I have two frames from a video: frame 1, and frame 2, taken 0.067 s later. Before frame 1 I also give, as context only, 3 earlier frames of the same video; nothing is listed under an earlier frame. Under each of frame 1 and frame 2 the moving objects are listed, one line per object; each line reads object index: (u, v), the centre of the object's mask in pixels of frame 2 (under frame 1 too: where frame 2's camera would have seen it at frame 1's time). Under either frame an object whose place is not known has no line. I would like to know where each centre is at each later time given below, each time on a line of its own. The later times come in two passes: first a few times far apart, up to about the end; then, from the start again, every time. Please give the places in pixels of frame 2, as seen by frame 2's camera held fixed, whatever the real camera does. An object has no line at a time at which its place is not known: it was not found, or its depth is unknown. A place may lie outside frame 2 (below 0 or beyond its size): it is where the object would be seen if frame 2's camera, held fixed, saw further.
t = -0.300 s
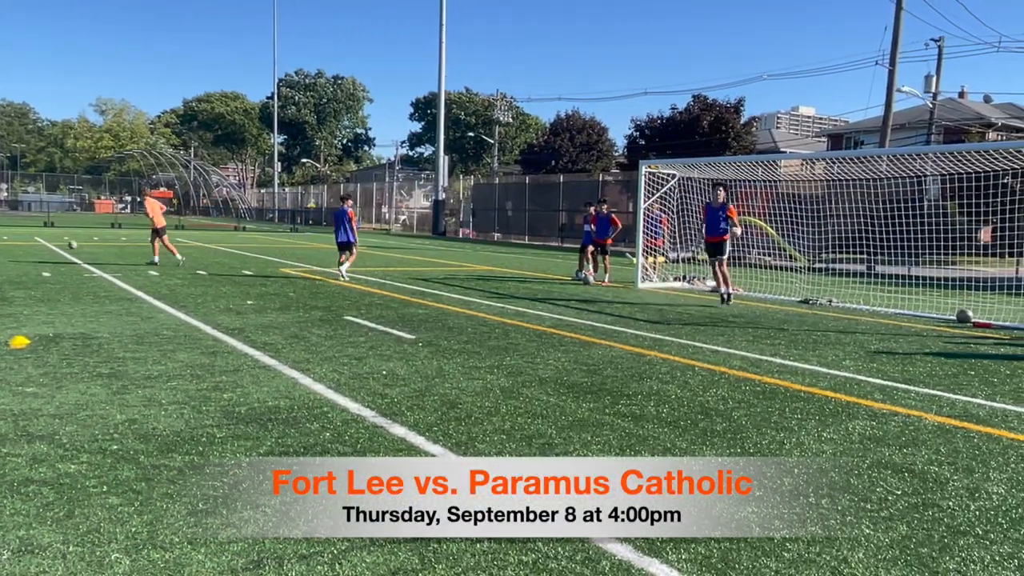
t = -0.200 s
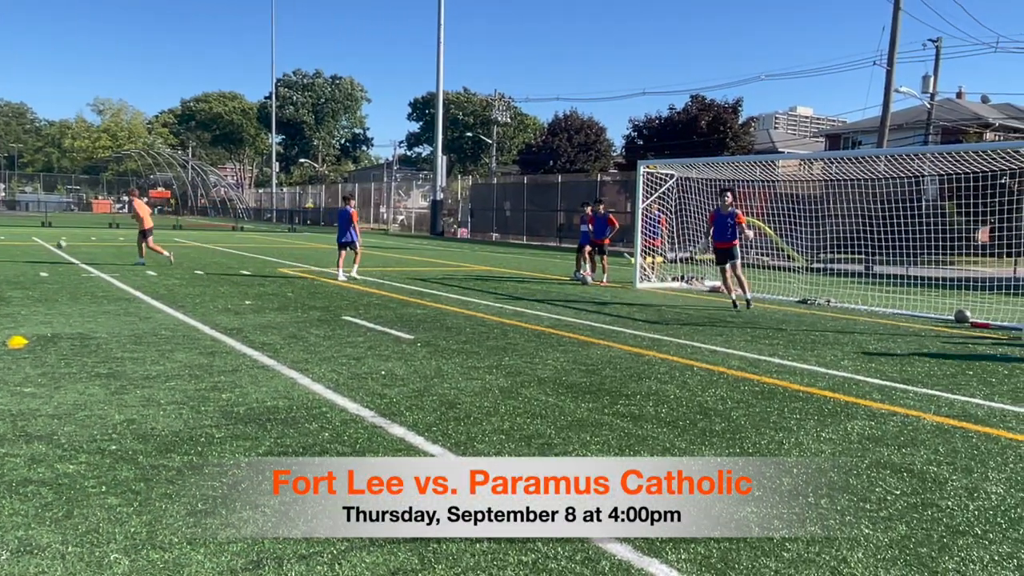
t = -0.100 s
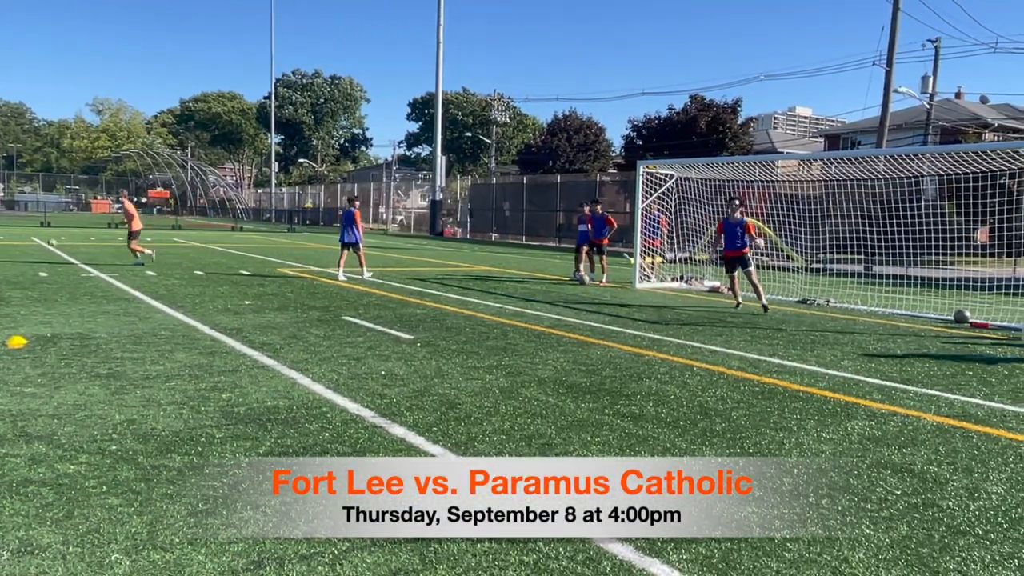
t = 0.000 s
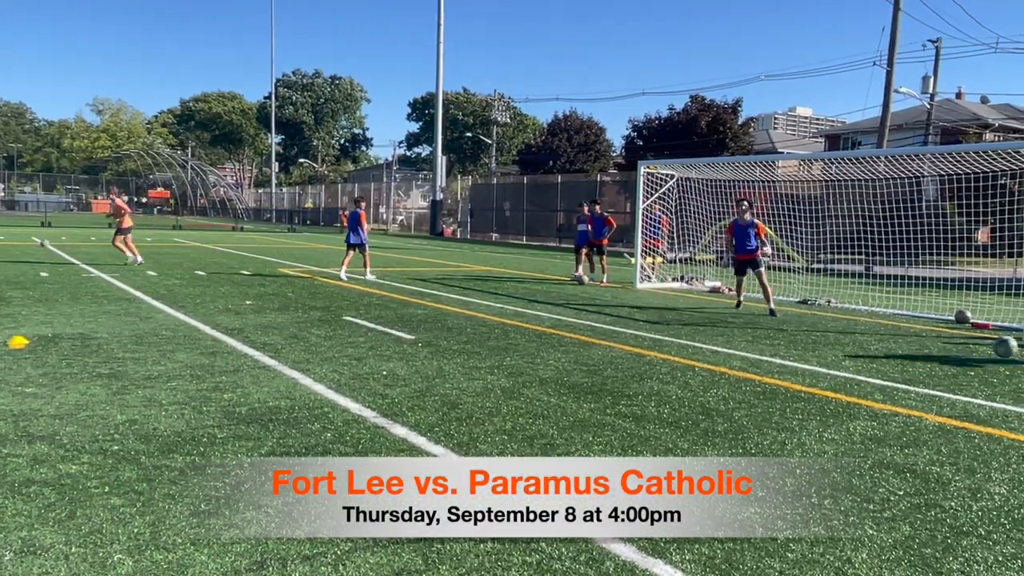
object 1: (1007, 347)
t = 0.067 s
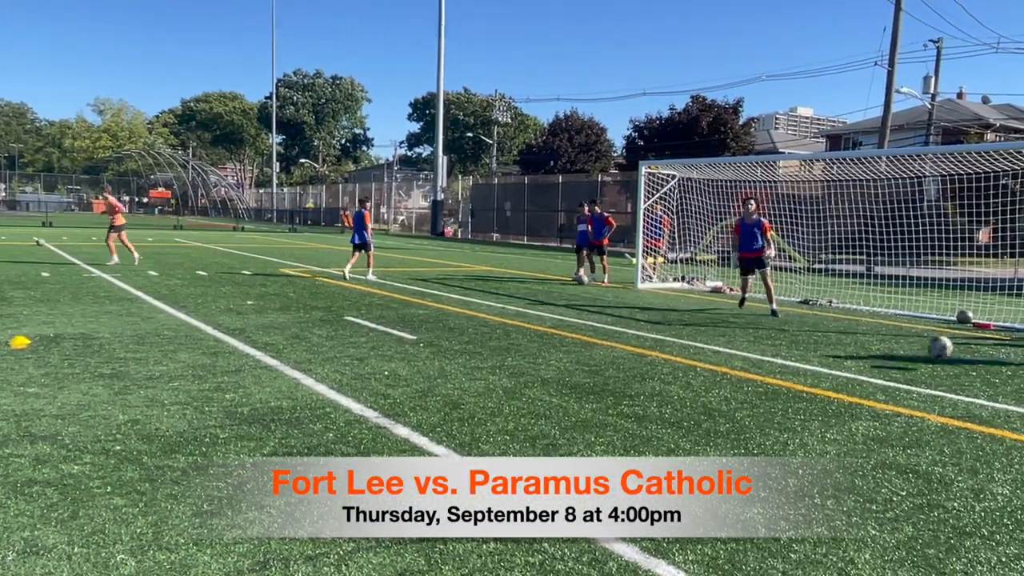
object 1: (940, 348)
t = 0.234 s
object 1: (751, 365)
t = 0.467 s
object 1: (469, 379)
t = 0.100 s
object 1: (905, 348)
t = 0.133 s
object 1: (869, 351)
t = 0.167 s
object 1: (830, 355)
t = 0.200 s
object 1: (791, 359)
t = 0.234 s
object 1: (751, 365)
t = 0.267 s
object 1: (711, 368)
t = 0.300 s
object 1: (674, 368)
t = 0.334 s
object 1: (635, 368)
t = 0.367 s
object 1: (595, 370)
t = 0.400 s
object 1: (553, 373)
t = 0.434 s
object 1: (510, 378)
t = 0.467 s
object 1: (469, 379)
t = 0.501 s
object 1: (428, 380)
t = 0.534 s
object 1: (385, 382)
